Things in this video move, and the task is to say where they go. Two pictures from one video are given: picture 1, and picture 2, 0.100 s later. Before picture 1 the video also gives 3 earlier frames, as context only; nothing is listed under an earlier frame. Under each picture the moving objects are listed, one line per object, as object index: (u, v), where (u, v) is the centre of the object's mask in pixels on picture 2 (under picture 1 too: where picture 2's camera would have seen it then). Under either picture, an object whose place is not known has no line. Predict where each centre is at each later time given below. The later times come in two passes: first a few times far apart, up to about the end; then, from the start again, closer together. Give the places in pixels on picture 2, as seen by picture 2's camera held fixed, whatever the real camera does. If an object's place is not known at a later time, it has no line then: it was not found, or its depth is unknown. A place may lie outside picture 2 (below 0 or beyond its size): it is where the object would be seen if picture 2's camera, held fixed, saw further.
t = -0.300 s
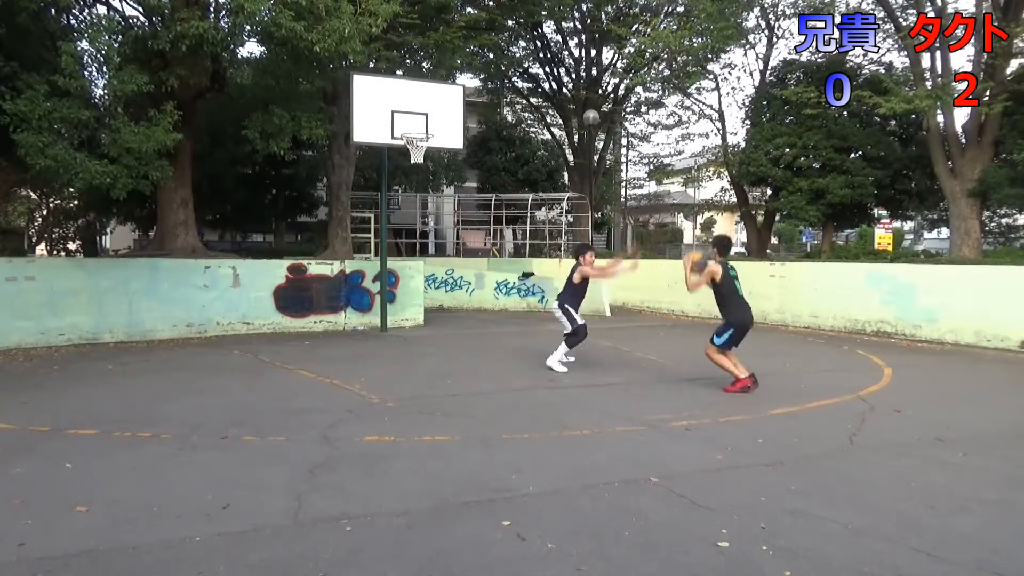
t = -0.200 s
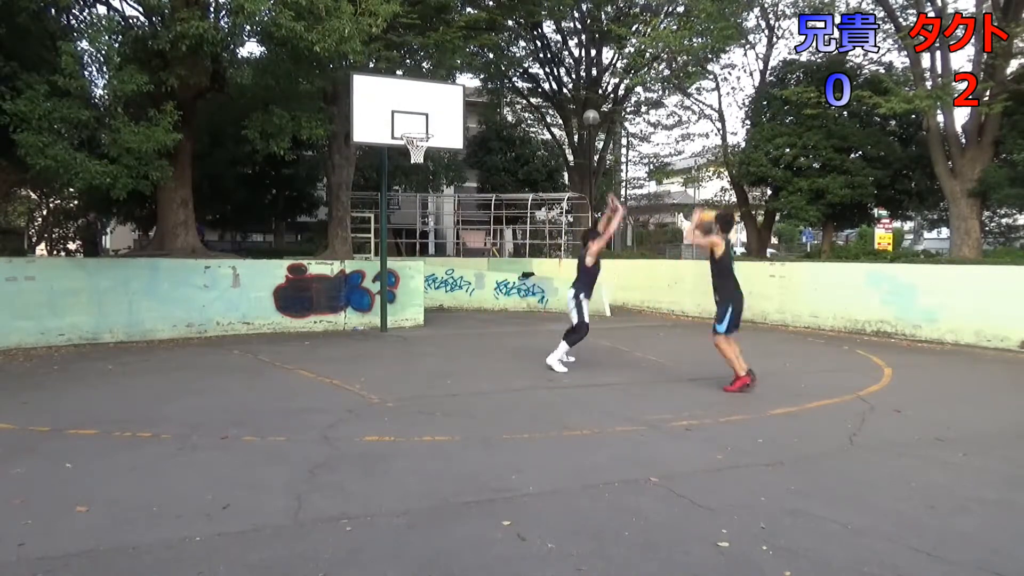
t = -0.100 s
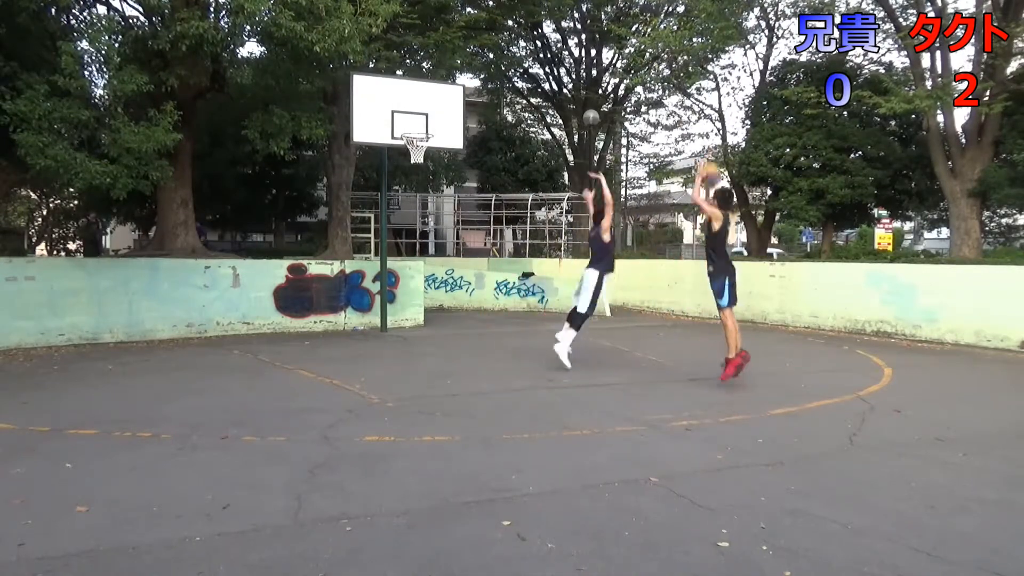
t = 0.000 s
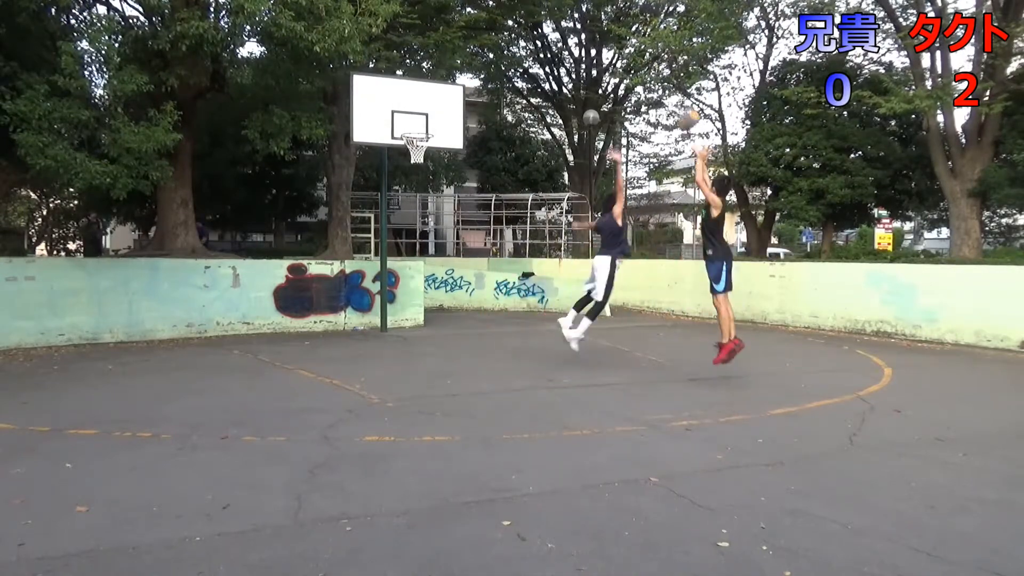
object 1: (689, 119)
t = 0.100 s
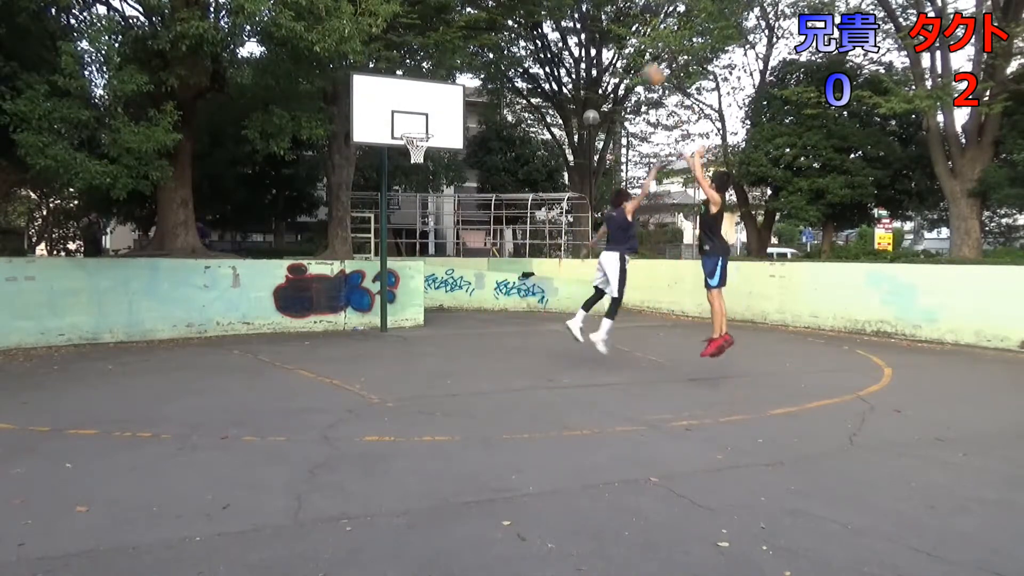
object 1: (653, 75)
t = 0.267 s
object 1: (603, 26)
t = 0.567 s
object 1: (529, 8)
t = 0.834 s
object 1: (474, 47)
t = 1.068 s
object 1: (434, 116)
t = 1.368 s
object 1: (432, 95)
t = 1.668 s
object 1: (435, 115)
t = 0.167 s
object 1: (632, 52)
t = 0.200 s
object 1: (622, 41)
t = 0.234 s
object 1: (612, 34)
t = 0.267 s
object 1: (603, 26)
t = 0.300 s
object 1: (594, 22)
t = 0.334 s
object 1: (585, 16)
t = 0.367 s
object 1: (576, 12)
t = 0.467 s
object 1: (552, 7)
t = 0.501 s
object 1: (544, 7)
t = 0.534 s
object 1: (536, 8)
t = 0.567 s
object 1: (529, 8)
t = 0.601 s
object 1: (521, 10)
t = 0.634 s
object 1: (514, 13)
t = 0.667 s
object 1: (507, 17)
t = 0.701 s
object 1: (501, 22)
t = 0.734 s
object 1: (494, 26)
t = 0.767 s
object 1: (487, 34)
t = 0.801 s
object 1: (481, 40)
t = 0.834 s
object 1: (474, 47)
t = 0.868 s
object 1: (469, 56)
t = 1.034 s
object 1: (440, 105)
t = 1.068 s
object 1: (434, 116)
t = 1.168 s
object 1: (430, 116)
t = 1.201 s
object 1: (430, 110)
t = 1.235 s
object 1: (431, 106)
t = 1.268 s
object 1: (431, 102)
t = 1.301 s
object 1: (431, 99)
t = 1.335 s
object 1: (432, 97)
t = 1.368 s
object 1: (432, 95)
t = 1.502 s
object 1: (434, 96)
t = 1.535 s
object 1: (434, 99)
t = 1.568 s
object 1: (434, 102)
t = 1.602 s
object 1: (435, 105)
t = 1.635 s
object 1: (435, 110)
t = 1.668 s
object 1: (435, 115)
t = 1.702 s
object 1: (436, 121)
